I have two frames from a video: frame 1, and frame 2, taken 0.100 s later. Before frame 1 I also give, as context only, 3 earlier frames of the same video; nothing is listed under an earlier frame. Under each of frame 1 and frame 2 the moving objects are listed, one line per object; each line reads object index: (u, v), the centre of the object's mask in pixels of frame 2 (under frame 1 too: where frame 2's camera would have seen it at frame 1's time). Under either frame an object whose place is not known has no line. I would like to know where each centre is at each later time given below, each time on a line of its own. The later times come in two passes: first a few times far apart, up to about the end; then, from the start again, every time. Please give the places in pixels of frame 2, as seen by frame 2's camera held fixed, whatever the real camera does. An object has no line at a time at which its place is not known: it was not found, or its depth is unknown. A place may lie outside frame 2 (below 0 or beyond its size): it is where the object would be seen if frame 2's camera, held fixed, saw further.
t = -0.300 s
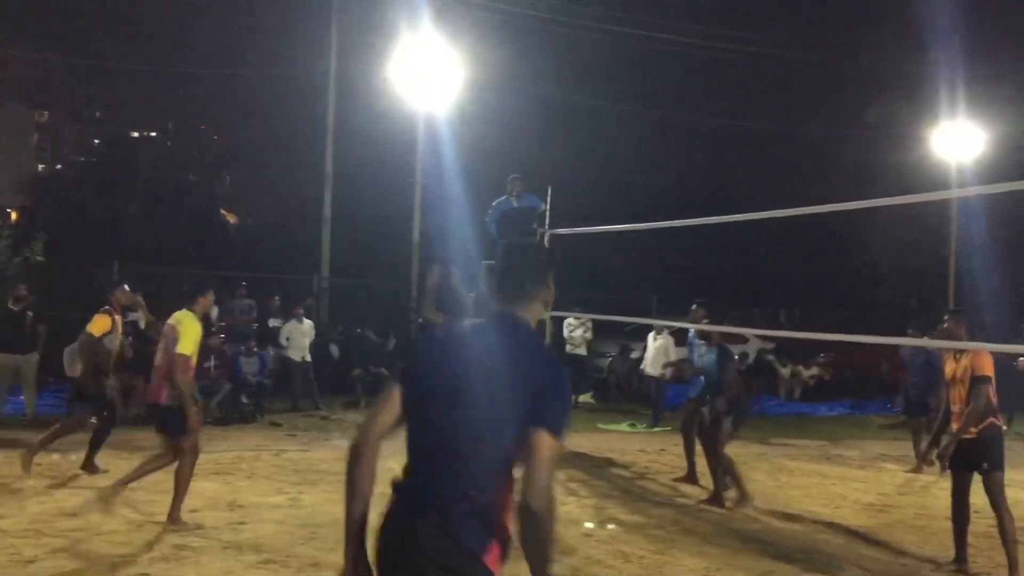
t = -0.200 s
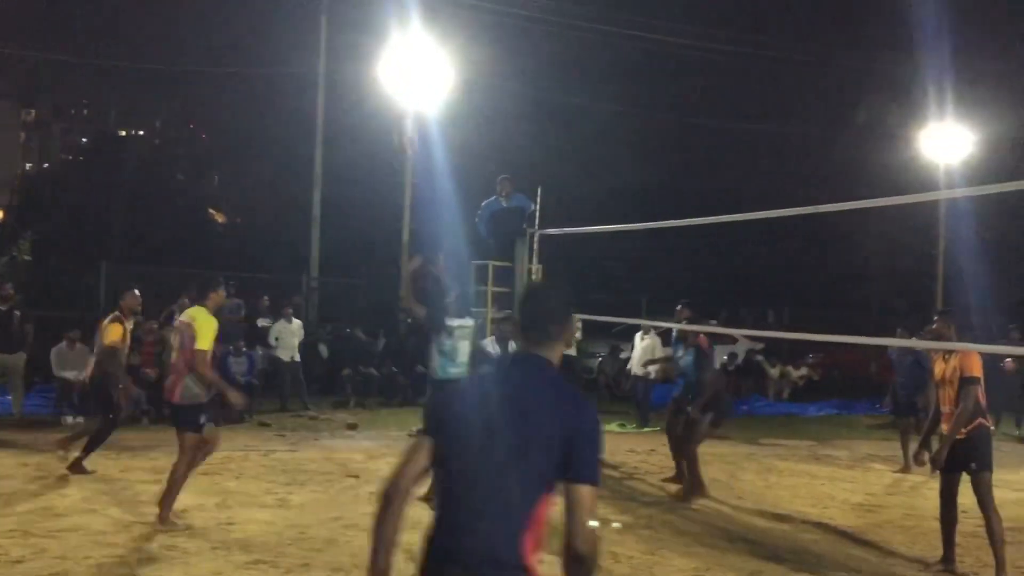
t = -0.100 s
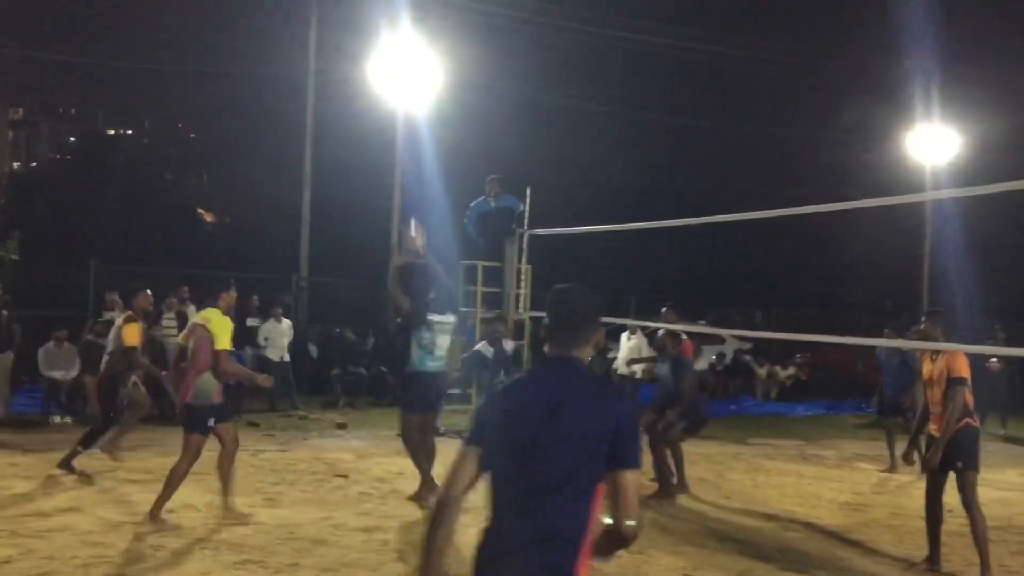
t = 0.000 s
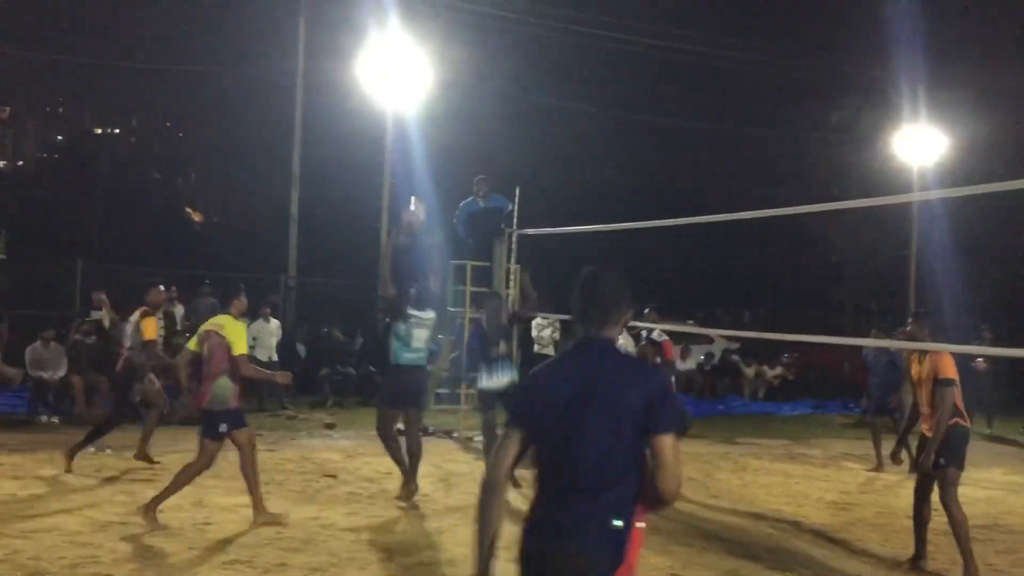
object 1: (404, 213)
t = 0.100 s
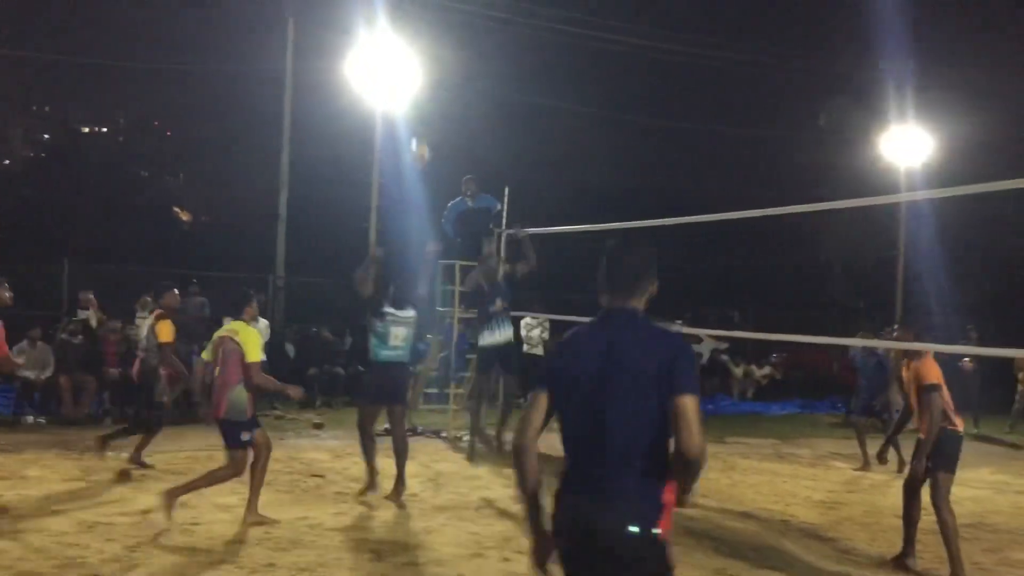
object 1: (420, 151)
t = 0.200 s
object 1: (435, 105)
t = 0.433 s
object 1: (467, 33)
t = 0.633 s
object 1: (493, 19)
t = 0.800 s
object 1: (514, 45)
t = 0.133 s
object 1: (425, 137)
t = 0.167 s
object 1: (429, 120)
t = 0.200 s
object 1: (435, 105)
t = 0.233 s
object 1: (438, 91)
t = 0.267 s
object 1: (442, 80)
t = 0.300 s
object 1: (448, 67)
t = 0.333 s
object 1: (452, 57)
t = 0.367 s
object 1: (458, 48)
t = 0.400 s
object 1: (463, 41)
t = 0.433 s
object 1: (467, 33)
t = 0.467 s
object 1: (471, 28)
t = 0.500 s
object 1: (475, 24)
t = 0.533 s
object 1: (480, 21)
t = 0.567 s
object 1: (484, 18)
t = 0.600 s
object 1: (489, 18)
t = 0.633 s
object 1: (493, 19)
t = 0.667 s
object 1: (497, 22)
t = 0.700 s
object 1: (501, 26)
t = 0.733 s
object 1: (506, 31)
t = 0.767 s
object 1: (510, 38)
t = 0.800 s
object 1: (514, 45)
